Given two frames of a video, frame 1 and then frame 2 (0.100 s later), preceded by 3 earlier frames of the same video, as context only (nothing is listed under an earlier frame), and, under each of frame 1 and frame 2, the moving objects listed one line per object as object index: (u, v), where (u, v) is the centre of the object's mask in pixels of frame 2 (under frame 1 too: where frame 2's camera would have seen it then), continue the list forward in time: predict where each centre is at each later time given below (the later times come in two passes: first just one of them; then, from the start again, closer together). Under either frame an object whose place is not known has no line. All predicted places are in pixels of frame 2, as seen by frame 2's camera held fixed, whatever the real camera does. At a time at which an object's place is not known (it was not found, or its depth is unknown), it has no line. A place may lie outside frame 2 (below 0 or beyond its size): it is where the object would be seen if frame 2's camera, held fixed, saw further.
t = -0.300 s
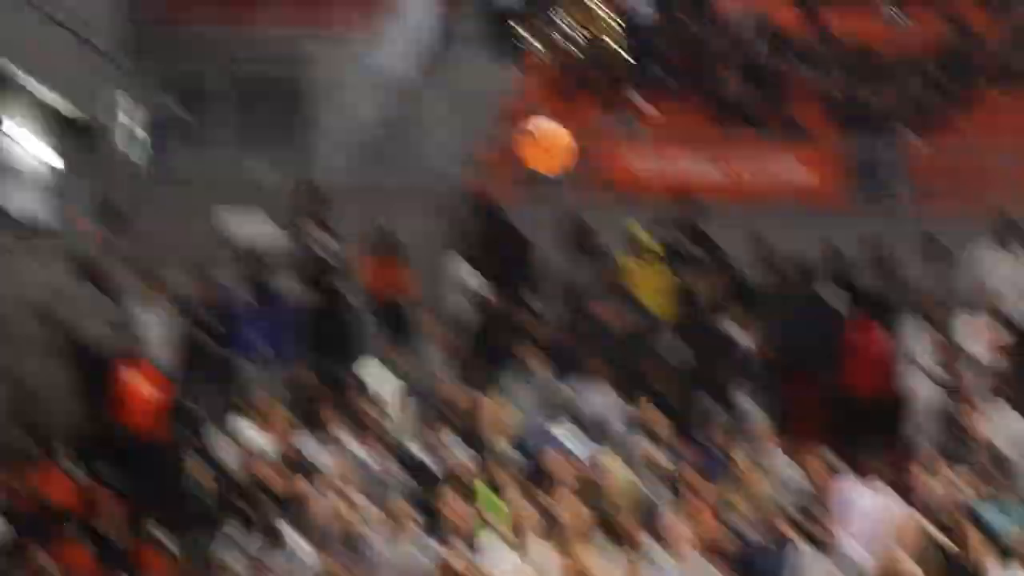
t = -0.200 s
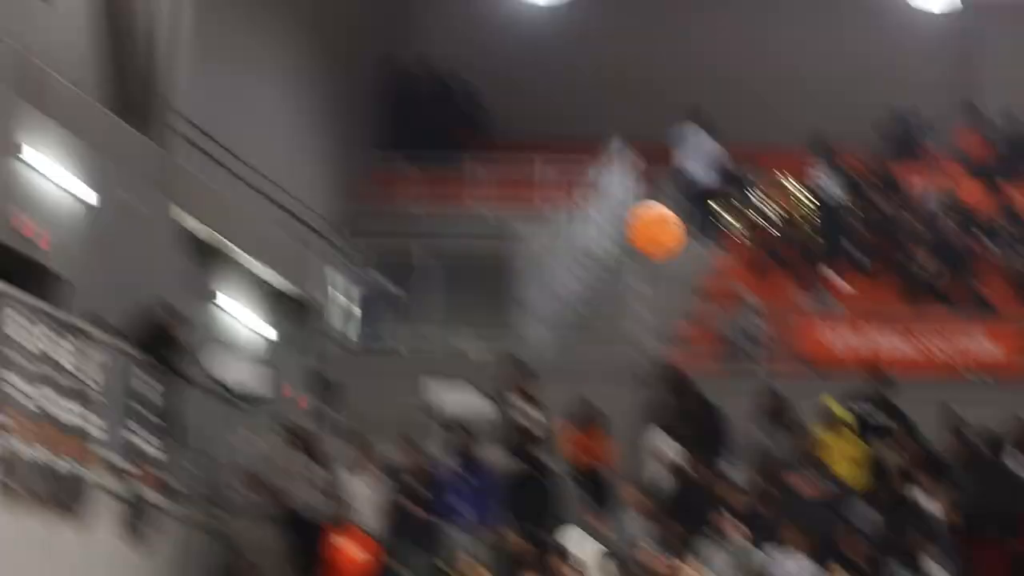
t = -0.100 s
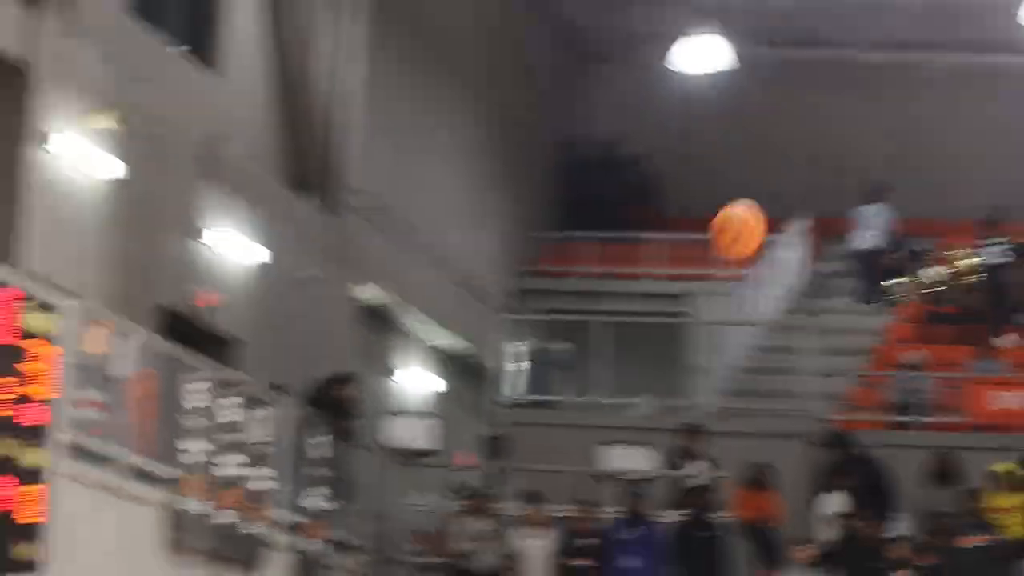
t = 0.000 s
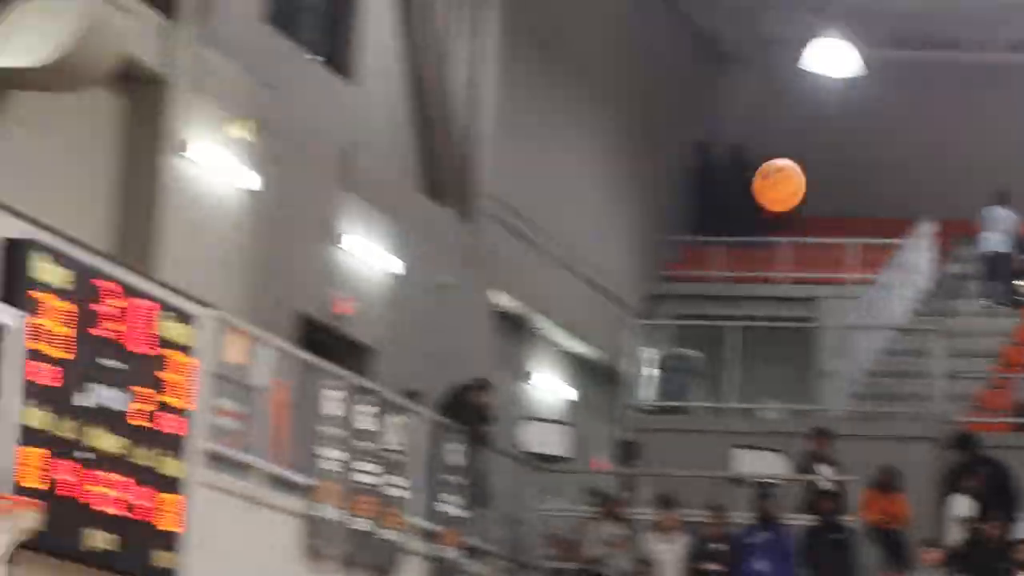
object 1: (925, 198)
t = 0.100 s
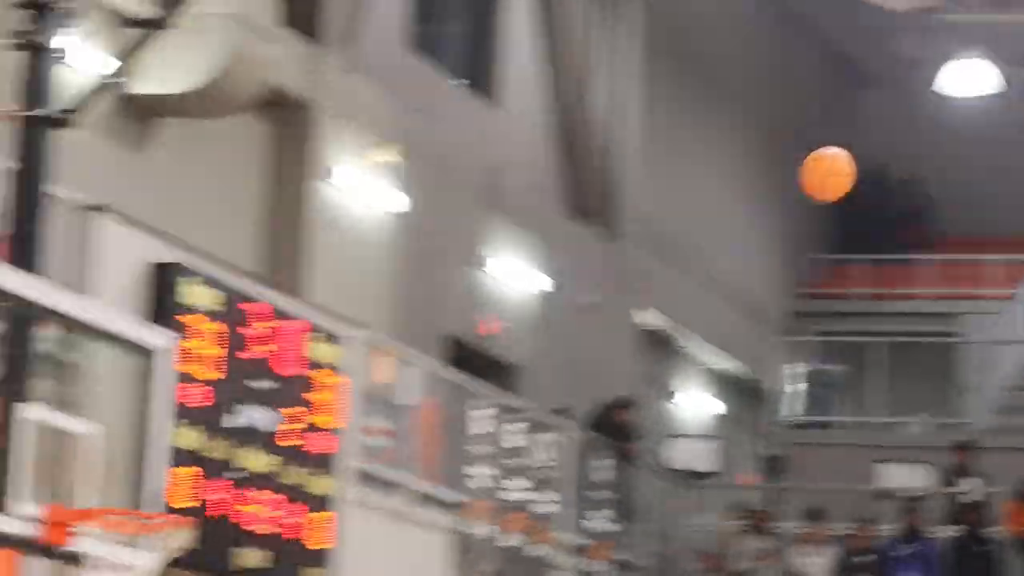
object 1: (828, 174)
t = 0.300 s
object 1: (639, 184)
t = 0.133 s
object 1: (797, 171)
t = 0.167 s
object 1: (767, 169)
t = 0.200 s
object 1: (737, 170)
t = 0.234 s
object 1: (705, 173)
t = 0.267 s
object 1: (672, 177)
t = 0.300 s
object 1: (639, 184)
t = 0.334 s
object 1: (607, 192)
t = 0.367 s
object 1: (573, 203)
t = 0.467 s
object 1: (472, 248)
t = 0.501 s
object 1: (439, 268)
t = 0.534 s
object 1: (399, 291)
